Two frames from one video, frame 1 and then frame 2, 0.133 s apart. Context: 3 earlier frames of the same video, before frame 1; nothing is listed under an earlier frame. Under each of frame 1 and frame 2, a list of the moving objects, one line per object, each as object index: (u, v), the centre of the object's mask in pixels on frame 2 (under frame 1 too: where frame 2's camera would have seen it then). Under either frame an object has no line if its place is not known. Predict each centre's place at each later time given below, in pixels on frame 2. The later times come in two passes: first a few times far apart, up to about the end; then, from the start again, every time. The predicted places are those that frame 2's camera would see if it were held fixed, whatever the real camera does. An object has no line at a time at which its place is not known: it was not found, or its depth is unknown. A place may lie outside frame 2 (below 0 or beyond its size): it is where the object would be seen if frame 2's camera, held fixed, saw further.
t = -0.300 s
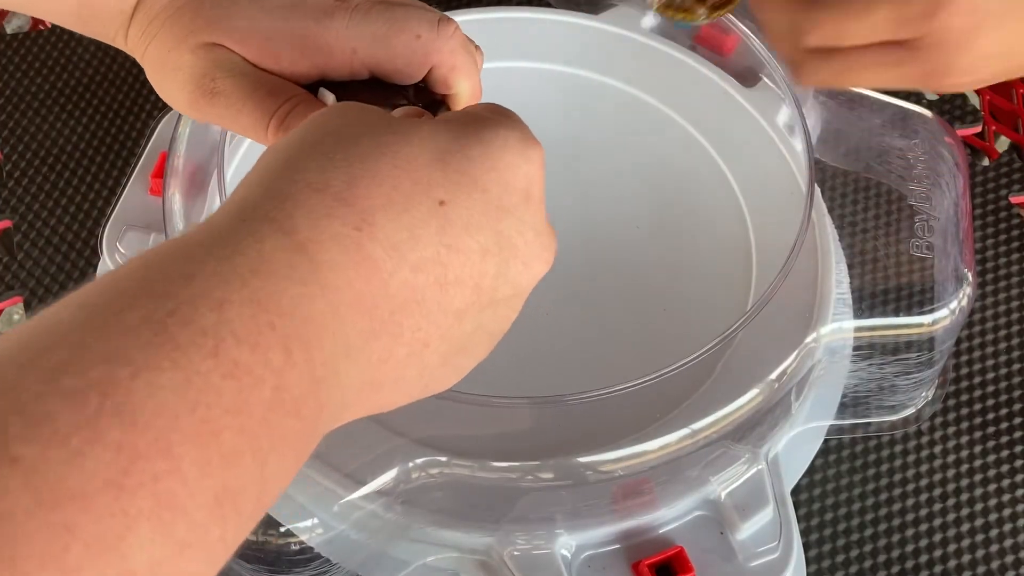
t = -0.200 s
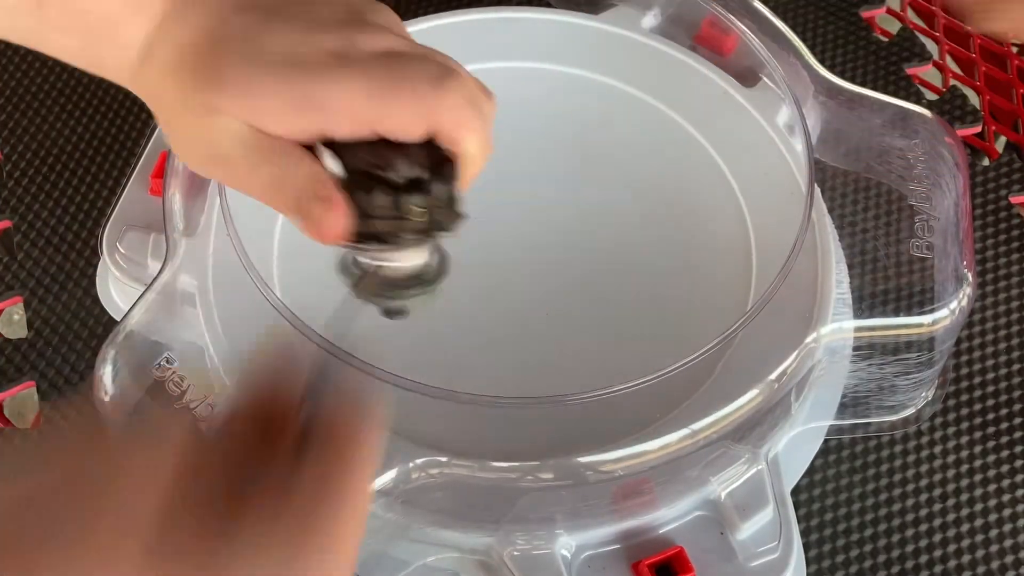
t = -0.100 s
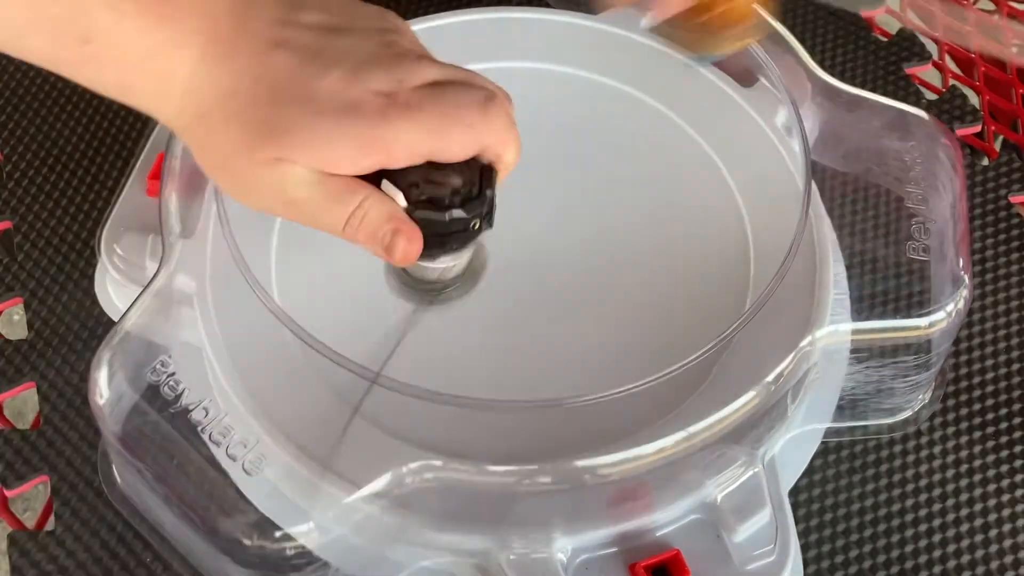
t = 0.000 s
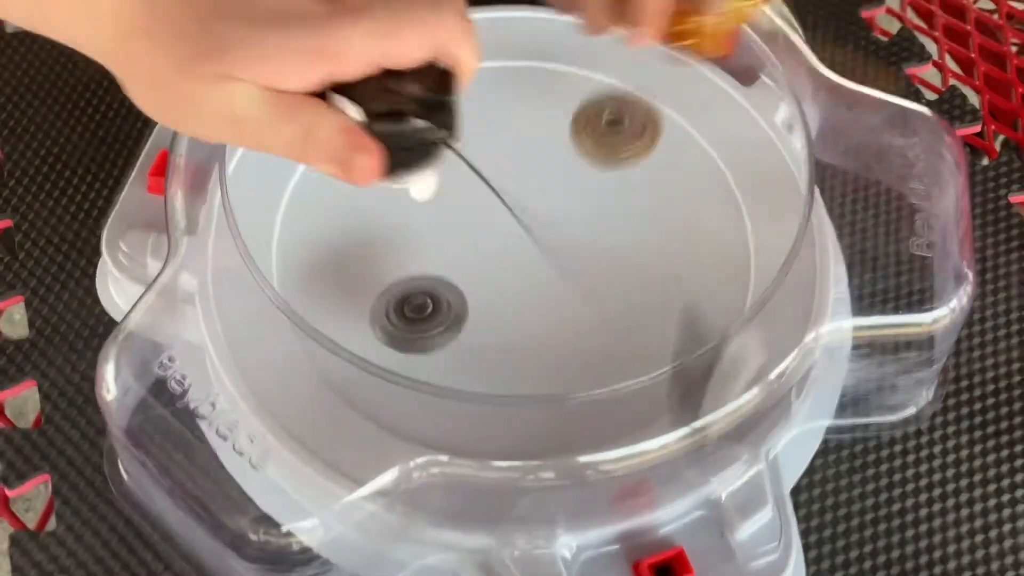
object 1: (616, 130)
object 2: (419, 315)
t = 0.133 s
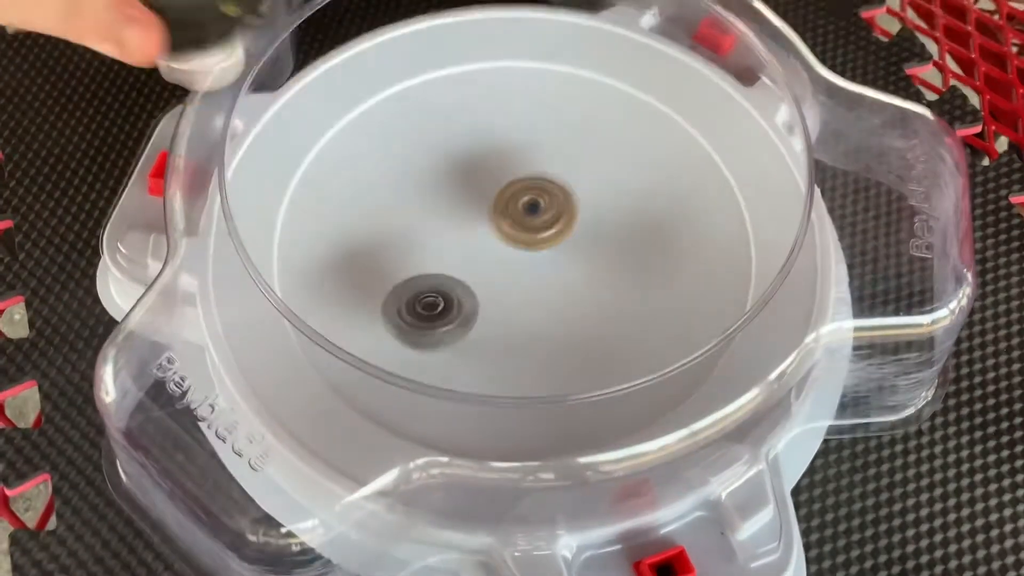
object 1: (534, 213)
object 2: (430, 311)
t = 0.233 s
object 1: (479, 233)
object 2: (450, 320)
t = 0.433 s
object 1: (467, 243)
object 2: (487, 382)
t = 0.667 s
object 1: (486, 251)
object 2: (614, 357)
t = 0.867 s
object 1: (489, 221)
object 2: (622, 272)
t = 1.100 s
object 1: (387, 252)
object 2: (545, 145)
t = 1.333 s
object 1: (444, 342)
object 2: (409, 152)
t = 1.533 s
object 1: (617, 301)
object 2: (324, 284)
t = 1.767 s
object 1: (577, 141)
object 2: (510, 371)
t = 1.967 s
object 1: (412, 122)
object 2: (632, 265)
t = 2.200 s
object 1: (337, 272)
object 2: (529, 105)
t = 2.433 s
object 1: (547, 342)
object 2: (352, 133)
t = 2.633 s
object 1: (637, 217)
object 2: (375, 288)
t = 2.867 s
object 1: (523, 129)
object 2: (587, 322)
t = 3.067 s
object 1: (412, 173)
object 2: (653, 189)
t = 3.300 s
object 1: (447, 296)
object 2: (530, 106)
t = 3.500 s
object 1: (589, 303)
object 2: (444, 173)
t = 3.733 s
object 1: (616, 184)
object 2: (464, 277)
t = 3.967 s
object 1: (505, 160)
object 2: (562, 288)
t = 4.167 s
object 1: (456, 247)
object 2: (586, 245)
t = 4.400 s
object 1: (550, 323)
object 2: (542, 218)
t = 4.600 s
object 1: (626, 269)
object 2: (512, 230)
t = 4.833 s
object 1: (569, 185)
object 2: (513, 251)
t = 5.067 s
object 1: (477, 186)
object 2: (505, 318)
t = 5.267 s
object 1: (441, 267)
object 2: (535, 301)
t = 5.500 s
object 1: (497, 316)
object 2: (585, 270)
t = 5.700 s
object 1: (530, 321)
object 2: (606, 179)
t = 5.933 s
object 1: (529, 284)
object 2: (493, 158)
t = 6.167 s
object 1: (493, 302)
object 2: (416, 181)
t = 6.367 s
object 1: (528, 308)
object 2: (399, 202)
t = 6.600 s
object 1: (549, 272)
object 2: (455, 247)
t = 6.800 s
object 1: (565, 232)
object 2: (464, 241)
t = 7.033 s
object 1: (549, 201)
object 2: (463, 232)
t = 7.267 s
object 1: (533, 190)
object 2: (453, 258)
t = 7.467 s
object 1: (556, 171)
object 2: (448, 317)
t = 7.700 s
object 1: (535, 172)
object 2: (512, 360)
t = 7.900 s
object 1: (531, 204)
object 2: (582, 316)
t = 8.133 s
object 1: (533, 188)
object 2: (603, 296)
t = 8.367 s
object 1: (532, 224)
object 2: (606, 271)
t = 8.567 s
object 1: (498, 222)
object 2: (622, 265)
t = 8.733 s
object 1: (495, 242)
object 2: (593, 252)
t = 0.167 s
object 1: (512, 224)
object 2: (439, 311)
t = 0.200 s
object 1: (489, 235)
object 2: (449, 306)
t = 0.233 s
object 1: (479, 233)
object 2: (450, 320)
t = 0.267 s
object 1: (474, 226)
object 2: (448, 337)
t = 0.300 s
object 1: (471, 223)
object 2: (450, 352)
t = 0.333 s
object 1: (469, 224)
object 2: (455, 360)
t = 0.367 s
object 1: (467, 228)
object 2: (464, 366)
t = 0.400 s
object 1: (466, 234)
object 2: (474, 378)
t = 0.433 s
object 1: (467, 243)
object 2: (487, 382)
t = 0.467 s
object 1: (470, 254)
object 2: (503, 382)
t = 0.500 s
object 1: (474, 267)
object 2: (520, 371)
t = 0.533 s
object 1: (480, 280)
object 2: (535, 365)
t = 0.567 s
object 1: (489, 292)
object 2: (548, 356)
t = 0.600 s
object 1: (488, 279)
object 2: (573, 359)
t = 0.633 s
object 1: (487, 264)
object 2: (596, 360)
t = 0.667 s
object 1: (486, 251)
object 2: (614, 357)
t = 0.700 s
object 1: (487, 240)
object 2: (629, 351)
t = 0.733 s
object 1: (489, 232)
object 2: (640, 343)
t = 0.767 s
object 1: (491, 227)
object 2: (646, 331)
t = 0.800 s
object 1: (491, 223)
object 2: (643, 312)
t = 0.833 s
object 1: (491, 221)
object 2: (635, 295)
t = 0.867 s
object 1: (489, 221)
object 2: (622, 272)
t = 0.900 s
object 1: (486, 221)
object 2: (602, 249)
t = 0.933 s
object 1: (484, 223)
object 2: (581, 227)
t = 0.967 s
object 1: (468, 225)
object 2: (572, 207)
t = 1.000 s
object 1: (443, 229)
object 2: (569, 187)
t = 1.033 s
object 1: (421, 234)
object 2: (563, 169)
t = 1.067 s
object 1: (402, 242)
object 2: (555, 155)
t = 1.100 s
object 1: (387, 252)
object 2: (545, 145)
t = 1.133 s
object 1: (378, 262)
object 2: (531, 136)
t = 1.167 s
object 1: (375, 275)
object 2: (515, 130)
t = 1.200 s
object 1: (377, 289)
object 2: (497, 128)
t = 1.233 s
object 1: (385, 303)
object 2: (476, 129)
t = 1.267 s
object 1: (399, 317)
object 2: (456, 133)
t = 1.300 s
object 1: (419, 330)
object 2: (433, 140)
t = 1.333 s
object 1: (444, 342)
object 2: (409, 152)
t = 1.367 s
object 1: (472, 350)
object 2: (386, 164)
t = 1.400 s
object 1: (505, 352)
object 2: (363, 182)
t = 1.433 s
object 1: (539, 348)
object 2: (343, 203)
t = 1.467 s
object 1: (570, 338)
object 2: (329, 226)
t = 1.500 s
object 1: (597, 322)
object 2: (321, 254)
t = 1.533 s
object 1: (617, 301)
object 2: (324, 284)
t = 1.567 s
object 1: (631, 278)
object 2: (337, 306)
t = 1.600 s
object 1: (637, 253)
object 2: (350, 335)
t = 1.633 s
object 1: (636, 226)
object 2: (380, 354)
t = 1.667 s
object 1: (627, 199)
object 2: (407, 370)
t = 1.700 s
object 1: (614, 176)
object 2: (442, 381)
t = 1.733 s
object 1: (597, 157)
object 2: (476, 384)
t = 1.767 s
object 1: (577, 141)
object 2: (510, 371)
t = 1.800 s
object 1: (553, 128)
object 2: (540, 366)
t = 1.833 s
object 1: (529, 120)
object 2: (571, 357)
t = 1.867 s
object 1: (500, 115)
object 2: (594, 341)
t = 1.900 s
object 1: (470, 113)
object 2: (613, 317)
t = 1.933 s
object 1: (440, 115)
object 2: (624, 291)
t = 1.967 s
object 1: (412, 122)
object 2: (632, 265)
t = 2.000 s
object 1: (386, 133)
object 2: (632, 238)
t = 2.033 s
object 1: (364, 150)
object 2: (625, 209)
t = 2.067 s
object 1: (344, 168)
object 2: (615, 183)
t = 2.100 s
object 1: (332, 191)
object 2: (598, 159)
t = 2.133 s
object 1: (326, 218)
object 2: (578, 138)
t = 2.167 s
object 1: (327, 244)
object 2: (555, 119)
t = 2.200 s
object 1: (337, 272)
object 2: (529, 105)
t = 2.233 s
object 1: (355, 297)
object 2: (501, 95)
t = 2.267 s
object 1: (378, 318)
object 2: (472, 88)
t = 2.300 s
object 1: (409, 335)
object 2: (443, 89)
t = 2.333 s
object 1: (442, 347)
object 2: (416, 91)
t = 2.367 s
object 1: (477, 352)
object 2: (391, 102)
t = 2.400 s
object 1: (513, 350)
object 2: (369, 114)
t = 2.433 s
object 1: (547, 342)
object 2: (352, 133)
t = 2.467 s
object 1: (576, 330)
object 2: (340, 156)
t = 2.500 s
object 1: (602, 310)
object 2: (335, 180)
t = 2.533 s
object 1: (622, 287)
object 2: (334, 209)
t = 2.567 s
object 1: (634, 263)
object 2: (340, 235)
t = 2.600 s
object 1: (639, 240)
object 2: (355, 263)
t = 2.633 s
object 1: (637, 217)
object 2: (375, 288)
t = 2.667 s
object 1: (630, 194)
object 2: (399, 308)
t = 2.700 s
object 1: (618, 175)
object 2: (429, 324)
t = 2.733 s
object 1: (603, 158)
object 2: (459, 334)
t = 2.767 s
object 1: (585, 145)
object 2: (491, 340)
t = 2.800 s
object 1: (566, 136)
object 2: (528, 340)
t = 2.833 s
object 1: (544, 131)
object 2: (559, 334)
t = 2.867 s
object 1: (523, 129)
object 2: (587, 322)
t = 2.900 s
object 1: (502, 130)
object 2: (613, 307)
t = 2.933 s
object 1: (481, 134)
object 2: (634, 287)
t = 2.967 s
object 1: (460, 140)
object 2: (647, 263)
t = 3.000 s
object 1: (442, 148)
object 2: (654, 237)
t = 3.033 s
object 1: (426, 160)
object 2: (656, 214)
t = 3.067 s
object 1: (412, 173)
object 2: (653, 189)
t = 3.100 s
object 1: (404, 187)
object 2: (643, 167)
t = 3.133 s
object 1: (399, 203)
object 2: (630, 148)
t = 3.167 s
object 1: (398, 221)
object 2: (613, 132)
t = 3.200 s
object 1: (402, 241)
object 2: (595, 120)
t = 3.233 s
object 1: (411, 261)
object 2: (572, 110)
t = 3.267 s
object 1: (426, 279)
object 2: (550, 106)
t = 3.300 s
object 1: (447, 296)
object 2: (530, 106)
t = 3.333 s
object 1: (472, 308)
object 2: (510, 110)
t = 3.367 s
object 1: (496, 316)
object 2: (492, 117)
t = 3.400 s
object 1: (521, 319)
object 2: (477, 127)
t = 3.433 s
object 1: (545, 318)
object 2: (463, 140)
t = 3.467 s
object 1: (568, 313)
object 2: (452, 156)
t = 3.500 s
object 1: (589, 303)
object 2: (444, 173)
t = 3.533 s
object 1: (607, 290)
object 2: (440, 190)
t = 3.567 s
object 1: (620, 275)
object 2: (438, 206)
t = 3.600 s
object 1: (629, 258)
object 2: (439, 223)
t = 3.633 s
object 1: (632, 239)
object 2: (442, 240)
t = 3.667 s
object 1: (632, 221)
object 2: (448, 254)
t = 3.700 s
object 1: (626, 202)
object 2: (455, 267)
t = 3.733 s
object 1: (616, 184)
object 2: (464, 277)
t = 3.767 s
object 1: (603, 169)
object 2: (476, 285)
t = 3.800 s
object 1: (587, 158)
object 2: (489, 292)
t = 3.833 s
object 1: (570, 151)
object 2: (503, 295)
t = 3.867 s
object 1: (552, 149)
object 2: (518, 296)
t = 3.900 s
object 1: (536, 150)
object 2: (534, 296)
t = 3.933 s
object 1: (520, 154)
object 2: (549, 293)
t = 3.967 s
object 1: (505, 160)
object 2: (562, 288)
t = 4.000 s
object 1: (489, 168)
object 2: (572, 281)
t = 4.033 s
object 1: (476, 180)
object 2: (580, 275)
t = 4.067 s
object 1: (465, 194)
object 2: (585, 267)
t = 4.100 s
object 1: (458, 211)
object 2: (588, 260)
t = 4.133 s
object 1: (455, 229)
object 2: (588, 252)
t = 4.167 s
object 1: (456, 247)
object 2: (586, 245)
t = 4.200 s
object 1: (462, 266)
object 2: (582, 239)
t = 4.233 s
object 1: (473, 284)
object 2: (577, 233)
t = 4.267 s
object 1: (487, 299)
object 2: (571, 227)
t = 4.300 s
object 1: (502, 310)
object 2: (564, 223)
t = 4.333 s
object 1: (518, 318)
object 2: (557, 220)
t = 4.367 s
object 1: (534, 322)
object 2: (549, 218)
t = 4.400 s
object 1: (550, 323)
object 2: (542, 218)
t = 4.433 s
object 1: (564, 321)
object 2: (535, 219)
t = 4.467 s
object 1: (580, 314)
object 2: (529, 220)
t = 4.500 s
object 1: (594, 306)
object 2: (524, 222)
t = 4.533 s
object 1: (607, 296)
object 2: (519, 224)
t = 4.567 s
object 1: (618, 283)
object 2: (516, 227)
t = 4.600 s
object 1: (626, 269)
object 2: (512, 230)
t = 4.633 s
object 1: (629, 253)
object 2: (511, 234)
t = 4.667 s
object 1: (628, 236)
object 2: (510, 236)
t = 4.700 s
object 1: (623, 222)
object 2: (510, 239)
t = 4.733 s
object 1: (614, 209)
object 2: (510, 242)
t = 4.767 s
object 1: (601, 198)
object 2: (511, 245)
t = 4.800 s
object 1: (586, 190)
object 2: (512, 248)
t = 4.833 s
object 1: (569, 185)
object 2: (513, 251)
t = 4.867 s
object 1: (550, 184)
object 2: (515, 253)
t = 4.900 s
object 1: (535, 178)
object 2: (511, 266)
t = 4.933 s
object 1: (524, 172)
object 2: (506, 282)
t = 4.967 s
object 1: (514, 170)
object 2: (504, 296)
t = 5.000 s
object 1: (503, 172)
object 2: (502, 307)
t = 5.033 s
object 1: (490, 178)
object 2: (503, 314)
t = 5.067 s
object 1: (477, 186)
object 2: (505, 318)
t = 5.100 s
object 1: (465, 197)
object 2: (508, 320)
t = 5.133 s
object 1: (455, 210)
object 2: (512, 319)
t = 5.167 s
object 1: (449, 225)
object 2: (517, 315)
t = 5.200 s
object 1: (446, 240)
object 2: (521, 310)
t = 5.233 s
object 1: (446, 256)
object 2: (524, 304)
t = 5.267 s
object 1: (441, 267)
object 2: (535, 301)
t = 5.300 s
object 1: (437, 273)
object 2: (552, 300)
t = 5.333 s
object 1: (438, 281)
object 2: (565, 297)
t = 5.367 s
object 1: (443, 290)
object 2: (575, 293)
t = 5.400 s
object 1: (453, 299)
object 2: (581, 289)
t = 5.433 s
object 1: (465, 308)
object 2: (585, 283)
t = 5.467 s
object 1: (481, 313)
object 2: (586, 277)
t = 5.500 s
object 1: (497, 316)
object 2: (585, 270)
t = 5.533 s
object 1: (511, 318)
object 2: (583, 262)
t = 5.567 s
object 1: (506, 325)
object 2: (598, 243)
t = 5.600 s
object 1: (507, 326)
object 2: (608, 224)
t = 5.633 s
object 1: (514, 327)
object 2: (613, 207)
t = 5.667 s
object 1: (523, 325)
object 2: (611, 191)
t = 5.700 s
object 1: (530, 321)
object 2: (606, 179)
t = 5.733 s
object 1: (534, 315)
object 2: (597, 169)
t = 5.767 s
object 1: (537, 308)
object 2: (580, 160)
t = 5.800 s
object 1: (537, 302)
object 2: (562, 155)
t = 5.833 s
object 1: (536, 296)
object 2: (544, 152)
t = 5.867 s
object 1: (533, 291)
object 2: (525, 151)
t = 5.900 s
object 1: (532, 287)
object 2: (508, 153)
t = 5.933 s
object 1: (529, 284)
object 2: (493, 158)
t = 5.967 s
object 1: (524, 280)
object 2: (478, 164)
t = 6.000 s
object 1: (516, 275)
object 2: (466, 171)
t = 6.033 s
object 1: (507, 271)
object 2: (456, 180)
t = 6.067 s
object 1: (496, 268)
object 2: (448, 191)
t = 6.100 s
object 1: (489, 273)
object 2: (439, 196)
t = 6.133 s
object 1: (490, 290)
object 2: (427, 187)
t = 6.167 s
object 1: (493, 302)
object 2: (416, 181)
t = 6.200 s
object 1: (496, 309)
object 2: (408, 179)
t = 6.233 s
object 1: (502, 312)
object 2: (402, 179)
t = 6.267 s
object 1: (508, 313)
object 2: (398, 182)
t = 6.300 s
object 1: (516, 312)
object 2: (399, 187)
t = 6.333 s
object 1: (522, 311)
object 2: (397, 194)
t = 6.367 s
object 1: (528, 308)
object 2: (399, 202)
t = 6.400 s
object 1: (534, 304)
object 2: (405, 211)
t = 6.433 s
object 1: (538, 299)
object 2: (411, 219)
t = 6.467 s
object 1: (542, 294)
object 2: (419, 226)
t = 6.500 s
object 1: (544, 288)
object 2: (429, 233)
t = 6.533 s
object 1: (545, 282)
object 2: (438, 239)
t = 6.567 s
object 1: (545, 276)
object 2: (450, 246)
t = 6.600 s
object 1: (549, 272)
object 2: (455, 247)
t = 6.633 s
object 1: (555, 271)
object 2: (456, 248)
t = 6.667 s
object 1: (559, 264)
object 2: (457, 245)
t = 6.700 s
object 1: (559, 257)
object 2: (462, 246)
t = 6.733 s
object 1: (559, 247)
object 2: (466, 246)
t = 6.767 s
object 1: (562, 239)
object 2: (464, 243)
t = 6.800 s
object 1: (565, 232)
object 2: (464, 241)
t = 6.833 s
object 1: (563, 227)
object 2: (464, 238)
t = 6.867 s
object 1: (559, 223)
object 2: (468, 237)
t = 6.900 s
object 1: (558, 216)
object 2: (465, 234)
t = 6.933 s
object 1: (557, 212)
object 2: (463, 234)
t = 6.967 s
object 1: (555, 208)
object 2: (461, 233)
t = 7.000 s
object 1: (552, 204)
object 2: (462, 233)
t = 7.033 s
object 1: (549, 201)
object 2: (463, 232)
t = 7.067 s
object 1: (545, 199)
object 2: (467, 234)
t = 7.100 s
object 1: (551, 194)
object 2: (459, 237)
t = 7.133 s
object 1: (553, 191)
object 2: (452, 242)
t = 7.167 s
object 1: (550, 189)
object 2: (449, 246)
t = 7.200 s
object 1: (545, 188)
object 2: (448, 251)
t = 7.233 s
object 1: (539, 188)
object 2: (450, 255)
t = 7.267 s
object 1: (533, 190)
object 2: (453, 258)
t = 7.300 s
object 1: (528, 193)
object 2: (460, 261)
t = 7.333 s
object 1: (524, 196)
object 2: (466, 262)
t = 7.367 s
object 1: (520, 200)
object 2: (475, 264)
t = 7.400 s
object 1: (535, 189)
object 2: (466, 281)
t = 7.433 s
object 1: (549, 178)
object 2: (454, 299)
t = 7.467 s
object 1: (556, 171)
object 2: (448, 317)
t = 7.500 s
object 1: (559, 167)
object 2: (448, 328)
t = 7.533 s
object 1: (556, 165)
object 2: (450, 339)
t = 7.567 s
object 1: (551, 163)
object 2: (459, 348)
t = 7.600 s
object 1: (546, 163)
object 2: (469, 353)
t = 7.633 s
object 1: (542, 164)
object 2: (482, 358)
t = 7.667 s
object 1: (538, 168)
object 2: (497, 360)
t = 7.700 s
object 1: (535, 172)
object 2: (512, 360)
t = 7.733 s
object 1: (532, 177)
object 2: (527, 359)
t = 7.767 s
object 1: (530, 182)
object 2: (542, 356)
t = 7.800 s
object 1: (529, 187)
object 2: (554, 348)
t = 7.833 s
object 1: (528, 193)
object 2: (566, 340)
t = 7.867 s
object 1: (529, 198)
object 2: (575, 329)
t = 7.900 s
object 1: (531, 204)
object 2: (582, 316)
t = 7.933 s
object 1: (533, 208)
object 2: (587, 304)
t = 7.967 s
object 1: (536, 211)
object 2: (589, 291)
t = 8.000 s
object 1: (540, 214)
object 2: (587, 280)
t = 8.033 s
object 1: (537, 204)
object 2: (592, 282)
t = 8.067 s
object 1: (534, 194)
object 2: (598, 290)
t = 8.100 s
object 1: (532, 189)
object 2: (602, 295)
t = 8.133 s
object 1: (533, 188)
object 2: (603, 296)
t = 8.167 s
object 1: (533, 193)
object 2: (605, 295)
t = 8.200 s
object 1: (532, 200)
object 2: (606, 292)
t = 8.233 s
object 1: (534, 208)
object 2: (608, 288)
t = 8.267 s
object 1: (534, 214)
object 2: (609, 283)
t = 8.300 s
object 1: (536, 219)
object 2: (608, 277)
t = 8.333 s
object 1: (536, 223)
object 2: (606, 273)
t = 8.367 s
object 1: (532, 224)
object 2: (606, 271)
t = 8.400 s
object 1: (530, 225)
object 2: (606, 269)
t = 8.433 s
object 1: (525, 224)
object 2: (609, 267)
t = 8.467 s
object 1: (514, 219)
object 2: (617, 270)
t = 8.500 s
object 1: (506, 217)
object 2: (621, 270)
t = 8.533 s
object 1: (500, 219)
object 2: (624, 268)
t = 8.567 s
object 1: (498, 222)
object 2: (622, 265)
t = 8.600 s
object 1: (496, 226)
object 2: (619, 262)
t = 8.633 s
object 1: (495, 230)
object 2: (614, 259)
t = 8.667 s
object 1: (495, 234)
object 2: (607, 256)
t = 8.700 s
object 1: (495, 238)
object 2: (600, 254)
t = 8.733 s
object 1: (495, 242)
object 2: (593, 252)
